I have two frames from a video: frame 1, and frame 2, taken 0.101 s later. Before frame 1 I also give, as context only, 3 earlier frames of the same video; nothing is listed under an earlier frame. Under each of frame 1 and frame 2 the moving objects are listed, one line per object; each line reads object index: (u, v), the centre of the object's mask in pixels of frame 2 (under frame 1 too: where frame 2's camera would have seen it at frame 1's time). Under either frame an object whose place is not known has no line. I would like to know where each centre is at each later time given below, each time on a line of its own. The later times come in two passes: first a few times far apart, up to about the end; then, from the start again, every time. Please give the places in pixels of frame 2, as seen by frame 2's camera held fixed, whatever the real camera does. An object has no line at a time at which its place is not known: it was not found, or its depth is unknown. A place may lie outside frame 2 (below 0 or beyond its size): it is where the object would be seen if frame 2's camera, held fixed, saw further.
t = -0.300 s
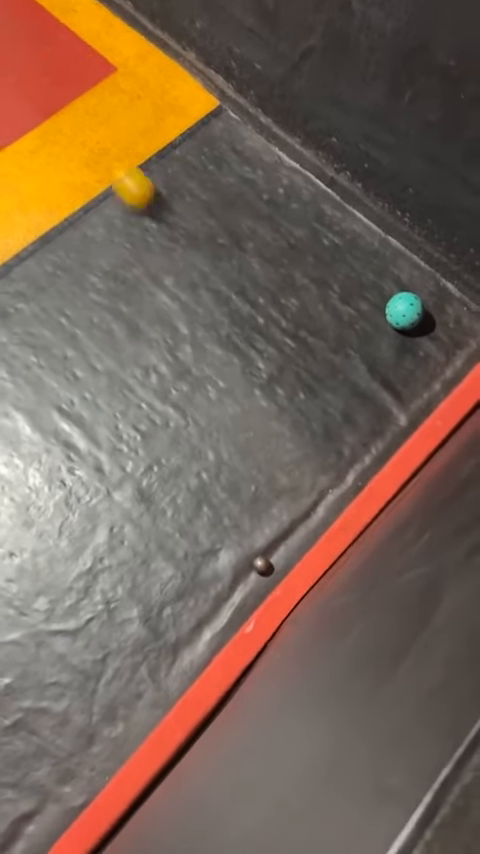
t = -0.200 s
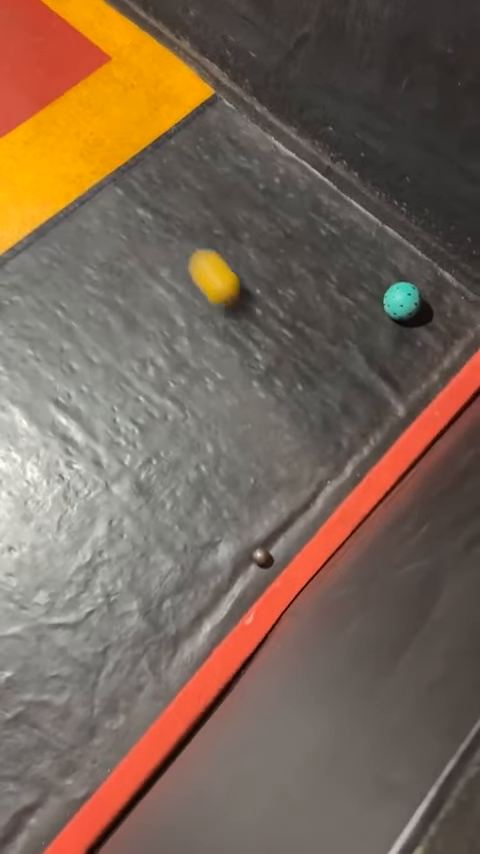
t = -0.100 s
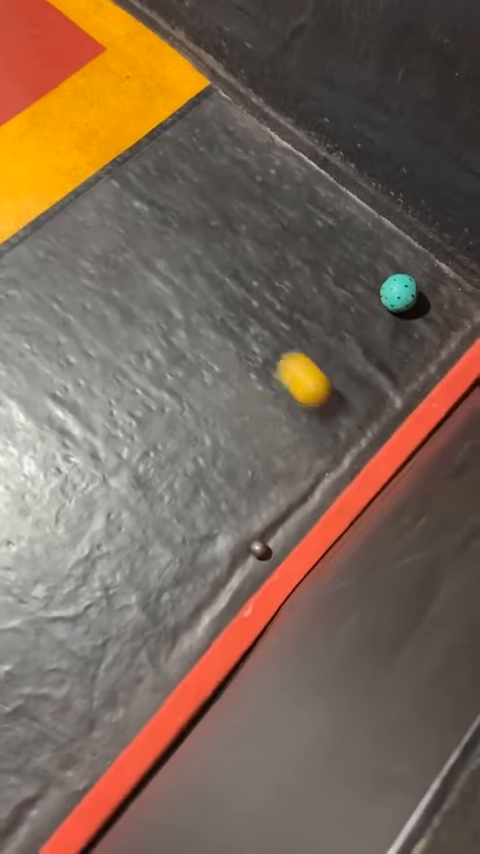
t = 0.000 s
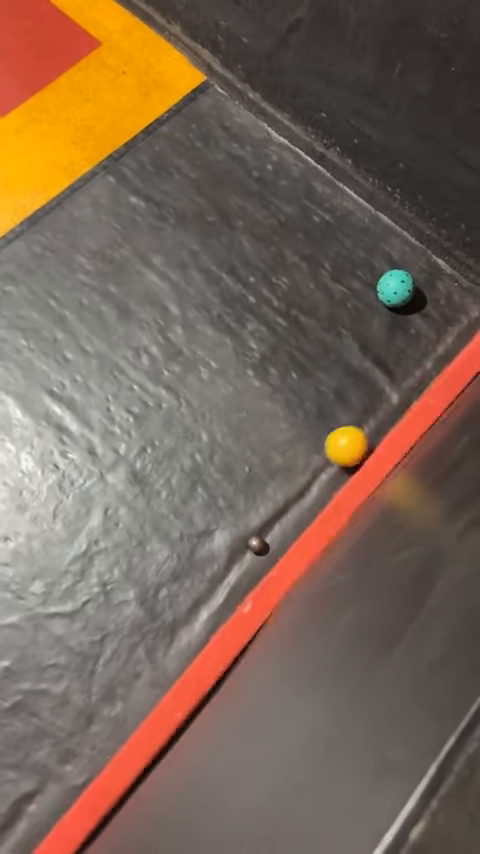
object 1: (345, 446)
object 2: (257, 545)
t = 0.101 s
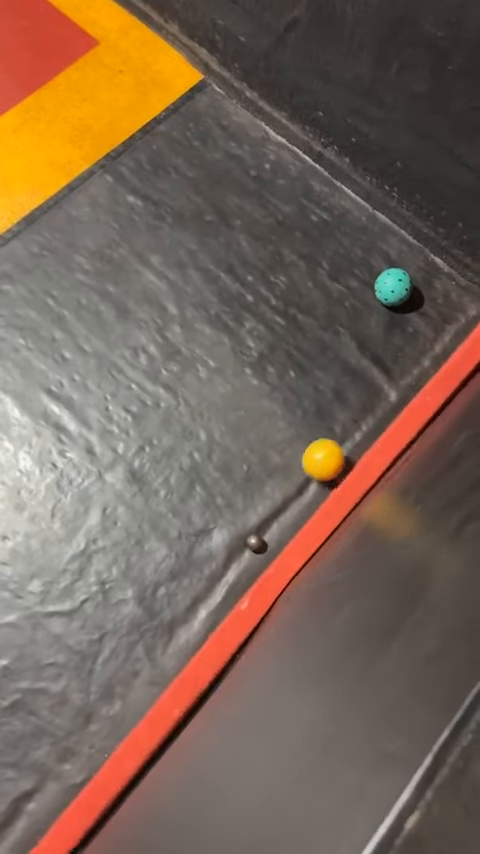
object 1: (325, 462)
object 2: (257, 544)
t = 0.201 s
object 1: (312, 479)
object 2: (257, 544)
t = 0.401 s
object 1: (286, 517)
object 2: (256, 544)
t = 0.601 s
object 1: (262, 542)
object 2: (237, 559)
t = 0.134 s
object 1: (320, 468)
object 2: (256, 544)
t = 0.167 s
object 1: (315, 474)
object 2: (256, 544)
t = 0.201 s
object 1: (312, 479)
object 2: (257, 544)
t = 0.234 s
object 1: (307, 486)
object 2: (257, 544)
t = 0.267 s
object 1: (303, 492)
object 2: (256, 544)
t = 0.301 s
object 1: (300, 498)
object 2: (257, 544)
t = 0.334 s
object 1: (295, 504)
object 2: (256, 544)
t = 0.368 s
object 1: (291, 511)
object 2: (257, 544)
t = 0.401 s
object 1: (286, 517)
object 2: (256, 544)
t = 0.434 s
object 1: (281, 522)
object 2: (256, 544)
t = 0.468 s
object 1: (277, 527)
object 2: (254, 545)
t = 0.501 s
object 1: (274, 532)
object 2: (251, 548)
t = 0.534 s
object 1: (270, 535)
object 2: (246, 552)
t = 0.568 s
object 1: (266, 539)
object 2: (241, 555)
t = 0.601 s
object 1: (262, 542)
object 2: (237, 559)
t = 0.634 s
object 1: (258, 546)
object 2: (233, 562)
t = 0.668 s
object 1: (254, 549)
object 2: (229, 566)
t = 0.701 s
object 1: (249, 551)
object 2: (226, 570)
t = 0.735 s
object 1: (246, 553)
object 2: (224, 575)
